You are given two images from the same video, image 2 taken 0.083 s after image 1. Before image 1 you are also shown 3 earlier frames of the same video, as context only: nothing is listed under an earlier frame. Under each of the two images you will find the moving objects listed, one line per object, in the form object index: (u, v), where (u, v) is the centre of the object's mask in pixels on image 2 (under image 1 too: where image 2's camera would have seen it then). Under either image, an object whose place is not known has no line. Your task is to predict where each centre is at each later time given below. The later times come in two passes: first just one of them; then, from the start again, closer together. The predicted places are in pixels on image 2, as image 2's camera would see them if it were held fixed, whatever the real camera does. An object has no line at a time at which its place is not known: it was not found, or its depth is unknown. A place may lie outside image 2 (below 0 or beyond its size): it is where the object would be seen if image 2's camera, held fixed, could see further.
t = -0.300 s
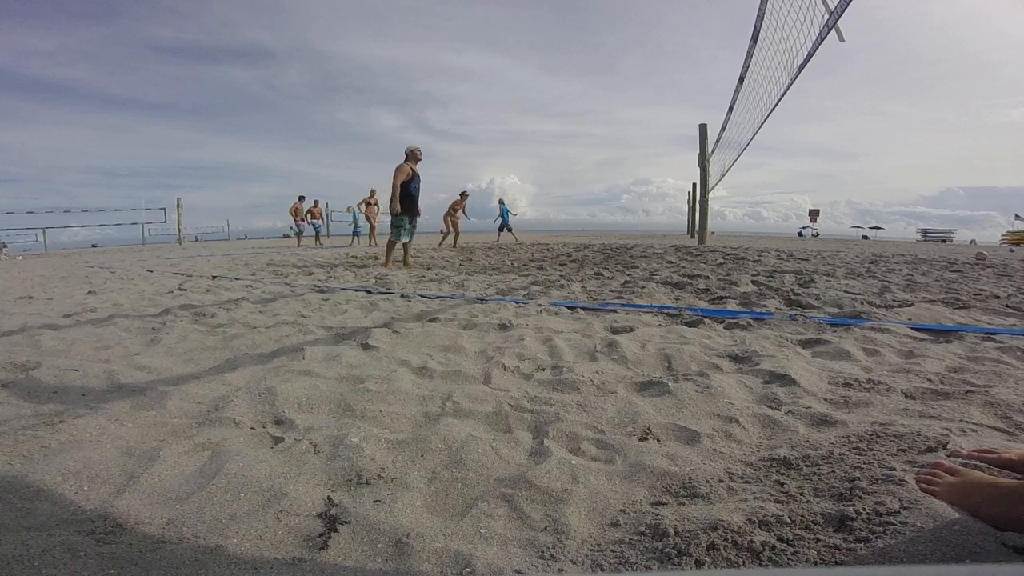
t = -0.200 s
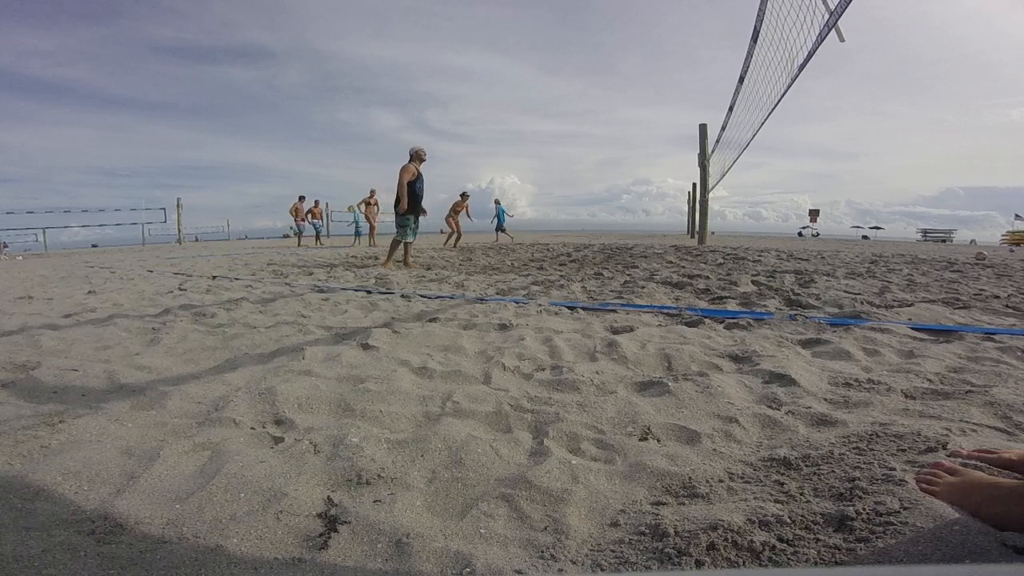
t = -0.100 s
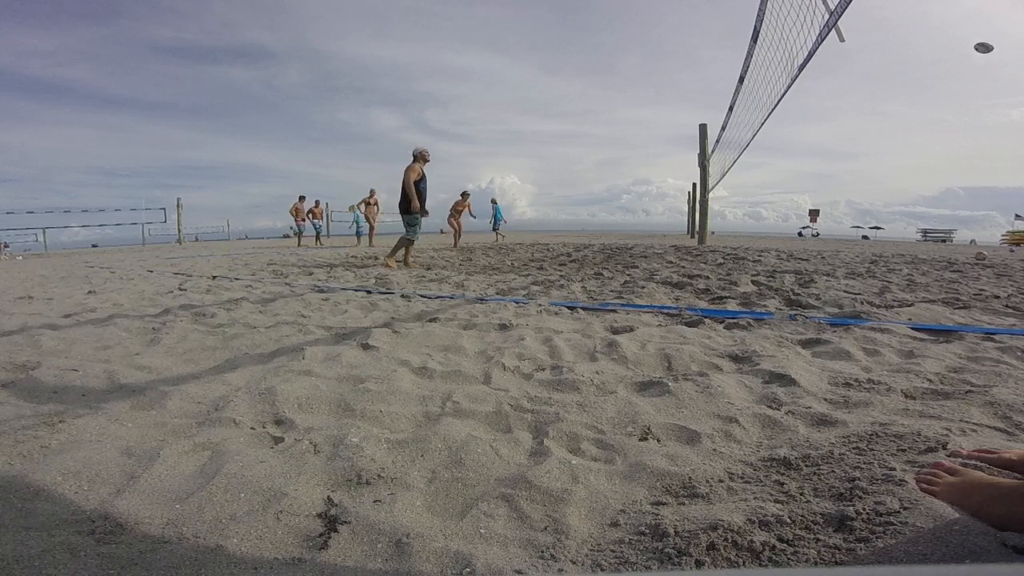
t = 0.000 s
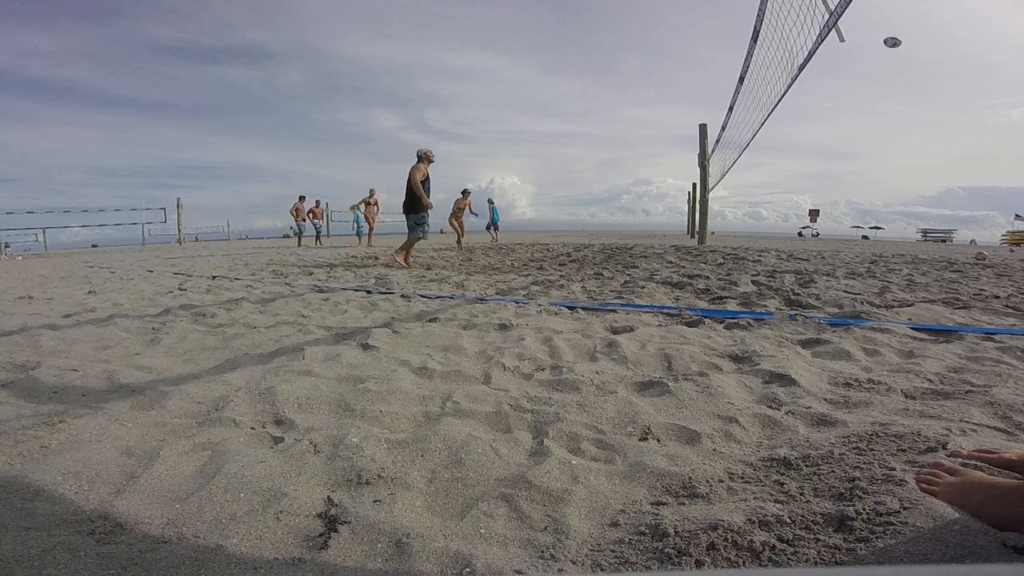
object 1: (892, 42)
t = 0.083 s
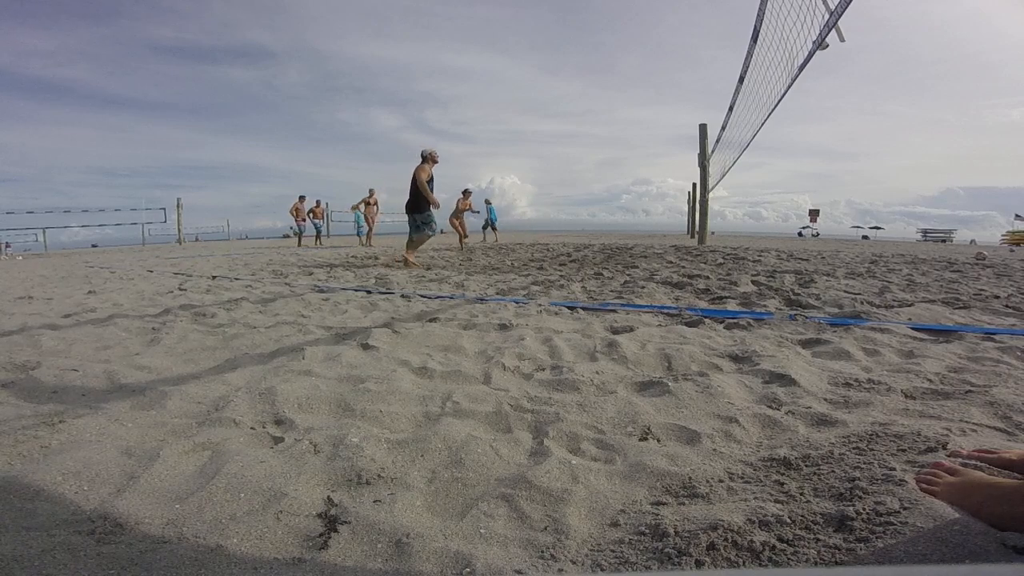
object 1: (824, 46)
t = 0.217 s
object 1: (714, 61)
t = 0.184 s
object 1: (739, 55)
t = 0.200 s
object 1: (727, 58)
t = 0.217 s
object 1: (714, 61)
